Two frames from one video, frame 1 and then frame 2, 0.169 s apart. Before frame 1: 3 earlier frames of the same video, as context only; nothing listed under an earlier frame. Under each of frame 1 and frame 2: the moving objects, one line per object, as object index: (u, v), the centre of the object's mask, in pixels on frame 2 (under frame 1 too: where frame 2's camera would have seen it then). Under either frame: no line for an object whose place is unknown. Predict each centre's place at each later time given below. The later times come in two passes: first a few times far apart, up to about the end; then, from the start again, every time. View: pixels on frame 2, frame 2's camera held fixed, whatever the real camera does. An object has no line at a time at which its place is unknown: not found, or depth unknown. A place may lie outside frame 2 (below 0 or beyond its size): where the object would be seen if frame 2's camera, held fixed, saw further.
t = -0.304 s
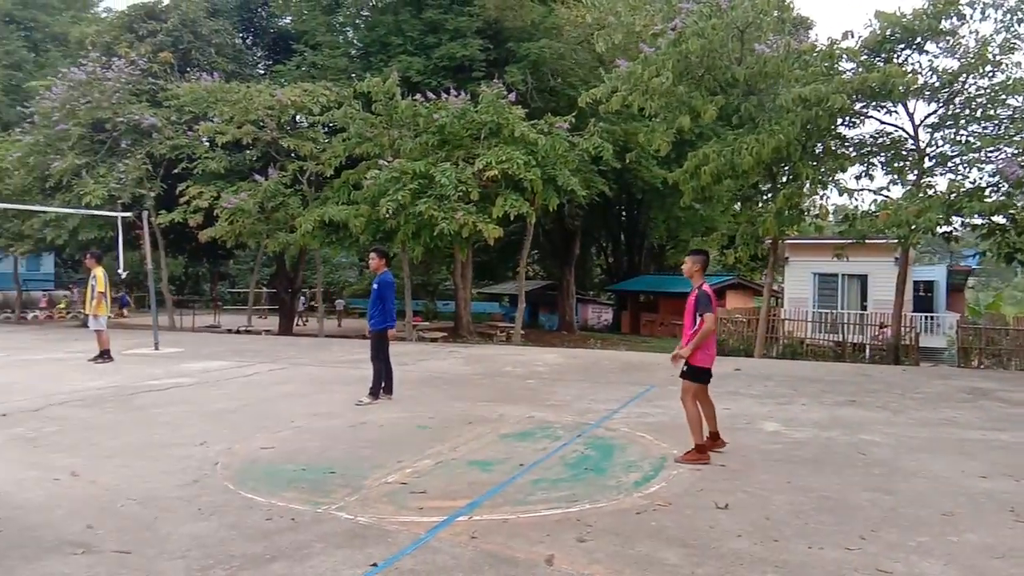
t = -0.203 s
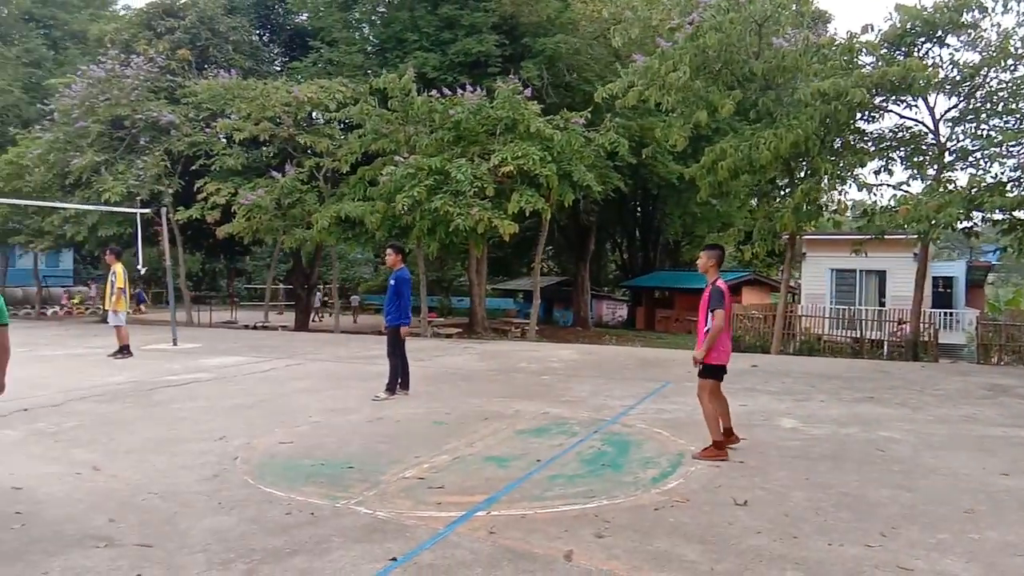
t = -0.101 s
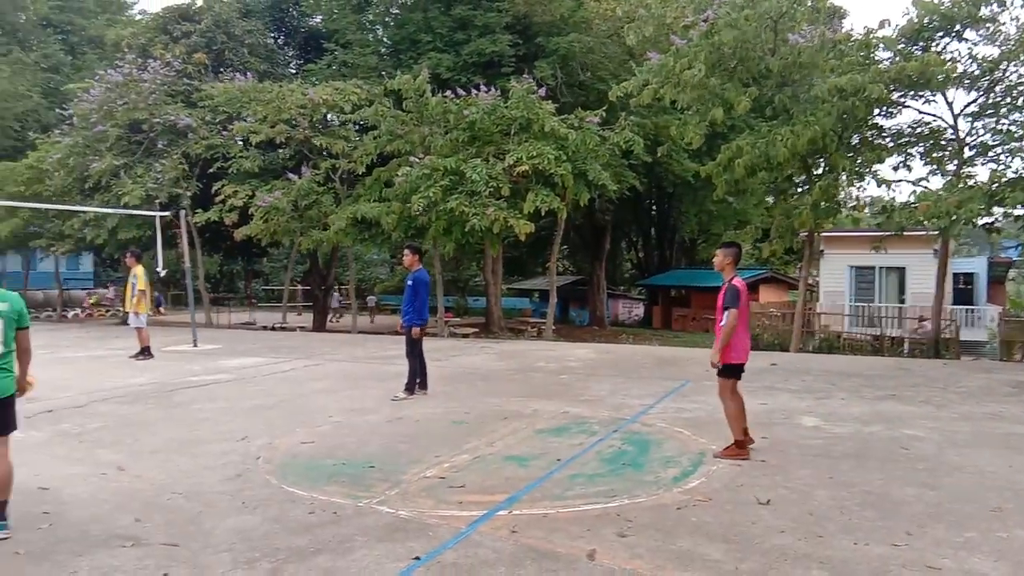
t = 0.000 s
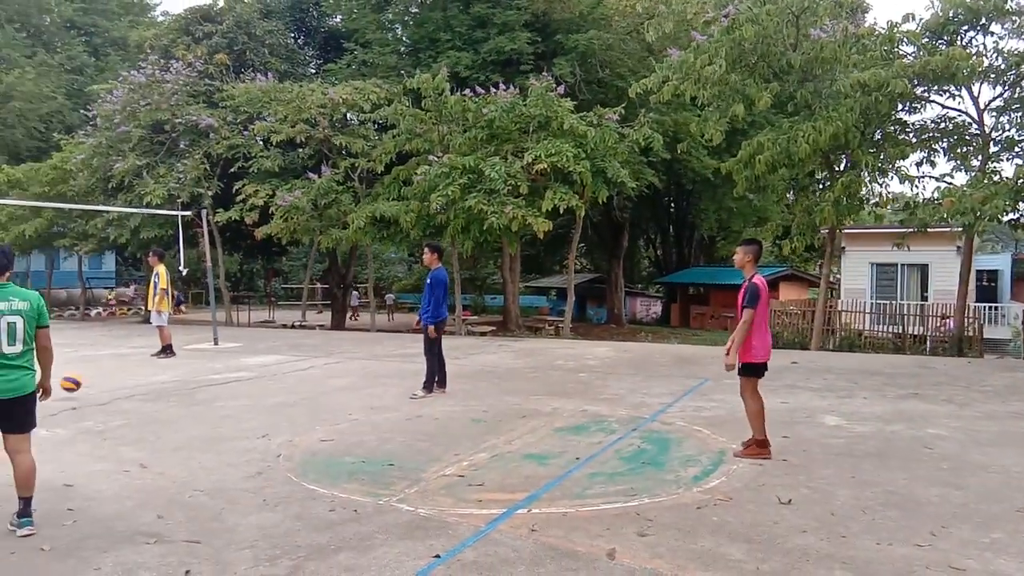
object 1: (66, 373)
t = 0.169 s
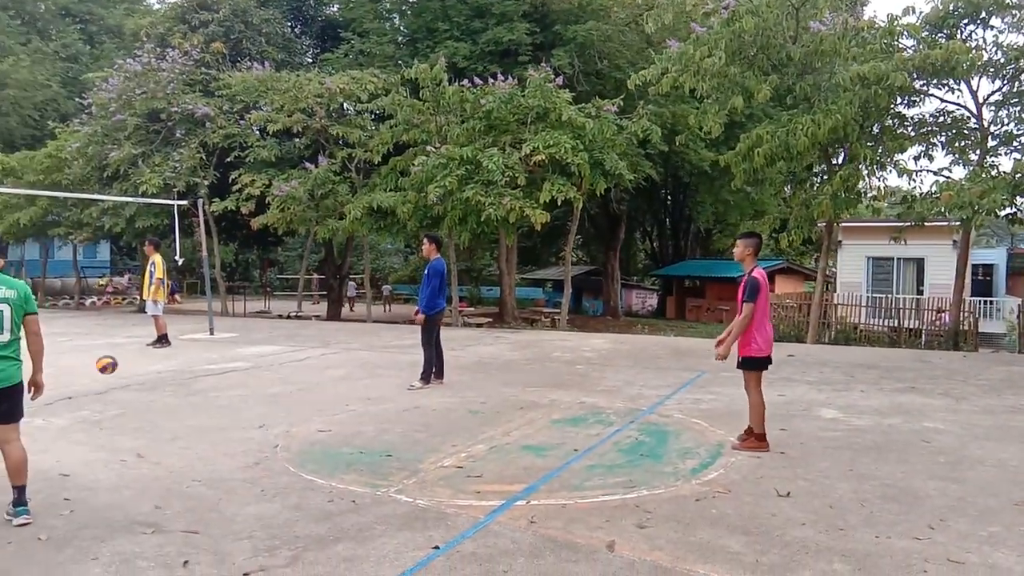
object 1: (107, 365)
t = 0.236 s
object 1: (123, 369)
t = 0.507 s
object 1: (190, 371)
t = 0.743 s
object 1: (251, 392)
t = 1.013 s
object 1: (319, 386)
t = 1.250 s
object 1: (382, 389)
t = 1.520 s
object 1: (456, 396)
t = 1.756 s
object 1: (525, 407)
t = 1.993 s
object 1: (599, 415)
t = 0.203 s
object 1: (115, 366)
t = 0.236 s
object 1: (123, 369)
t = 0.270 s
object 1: (131, 373)
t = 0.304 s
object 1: (140, 377)
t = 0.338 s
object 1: (148, 384)
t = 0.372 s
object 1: (157, 383)
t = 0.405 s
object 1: (164, 379)
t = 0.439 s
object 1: (173, 374)
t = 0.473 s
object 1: (182, 373)
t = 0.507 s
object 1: (190, 371)
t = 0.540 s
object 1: (199, 371)
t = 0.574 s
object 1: (207, 372)
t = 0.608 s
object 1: (215, 375)
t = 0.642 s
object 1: (224, 377)
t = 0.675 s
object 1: (233, 381)
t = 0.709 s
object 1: (241, 387)
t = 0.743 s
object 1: (251, 392)
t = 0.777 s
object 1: (259, 386)
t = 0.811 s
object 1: (267, 384)
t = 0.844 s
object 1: (275, 381)
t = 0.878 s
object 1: (284, 379)
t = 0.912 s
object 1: (293, 379)
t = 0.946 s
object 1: (302, 380)
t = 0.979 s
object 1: (310, 382)
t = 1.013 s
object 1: (319, 386)
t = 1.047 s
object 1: (327, 390)
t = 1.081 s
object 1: (336, 396)
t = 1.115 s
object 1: (345, 396)
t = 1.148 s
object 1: (354, 392)
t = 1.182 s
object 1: (363, 390)
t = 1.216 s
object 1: (372, 389)
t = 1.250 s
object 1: (382, 389)
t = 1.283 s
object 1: (390, 390)
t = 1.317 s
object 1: (399, 392)
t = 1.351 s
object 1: (409, 396)
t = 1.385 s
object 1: (418, 400)
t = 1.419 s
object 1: (428, 404)
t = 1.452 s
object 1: (437, 400)
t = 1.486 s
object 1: (446, 397)
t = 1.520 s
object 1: (456, 396)
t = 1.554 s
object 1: (466, 396)
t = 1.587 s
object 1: (476, 397)
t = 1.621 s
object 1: (485, 399)
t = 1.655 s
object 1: (495, 403)
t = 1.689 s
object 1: (505, 410)
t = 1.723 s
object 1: (514, 410)
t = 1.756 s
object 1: (525, 407)
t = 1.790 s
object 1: (536, 405)
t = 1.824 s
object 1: (546, 405)
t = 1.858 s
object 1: (556, 406)
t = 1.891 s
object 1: (567, 408)
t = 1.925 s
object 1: (578, 412)
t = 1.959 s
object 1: (588, 416)
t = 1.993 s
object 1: (599, 415)
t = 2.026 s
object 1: (610, 414)
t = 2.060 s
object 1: (620, 413)
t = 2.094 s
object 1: (631, 414)
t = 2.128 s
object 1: (642, 416)
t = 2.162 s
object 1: (653, 420)
